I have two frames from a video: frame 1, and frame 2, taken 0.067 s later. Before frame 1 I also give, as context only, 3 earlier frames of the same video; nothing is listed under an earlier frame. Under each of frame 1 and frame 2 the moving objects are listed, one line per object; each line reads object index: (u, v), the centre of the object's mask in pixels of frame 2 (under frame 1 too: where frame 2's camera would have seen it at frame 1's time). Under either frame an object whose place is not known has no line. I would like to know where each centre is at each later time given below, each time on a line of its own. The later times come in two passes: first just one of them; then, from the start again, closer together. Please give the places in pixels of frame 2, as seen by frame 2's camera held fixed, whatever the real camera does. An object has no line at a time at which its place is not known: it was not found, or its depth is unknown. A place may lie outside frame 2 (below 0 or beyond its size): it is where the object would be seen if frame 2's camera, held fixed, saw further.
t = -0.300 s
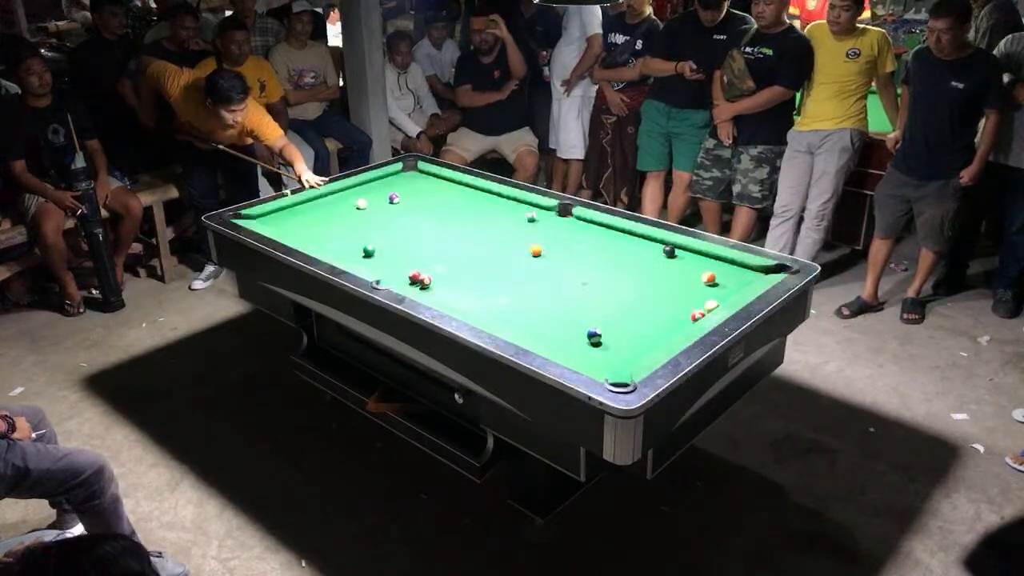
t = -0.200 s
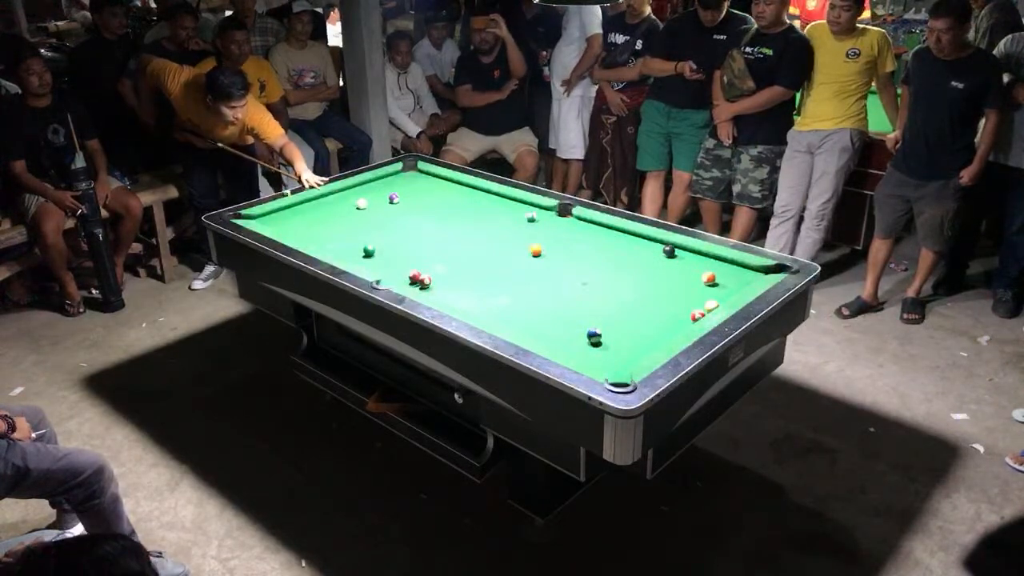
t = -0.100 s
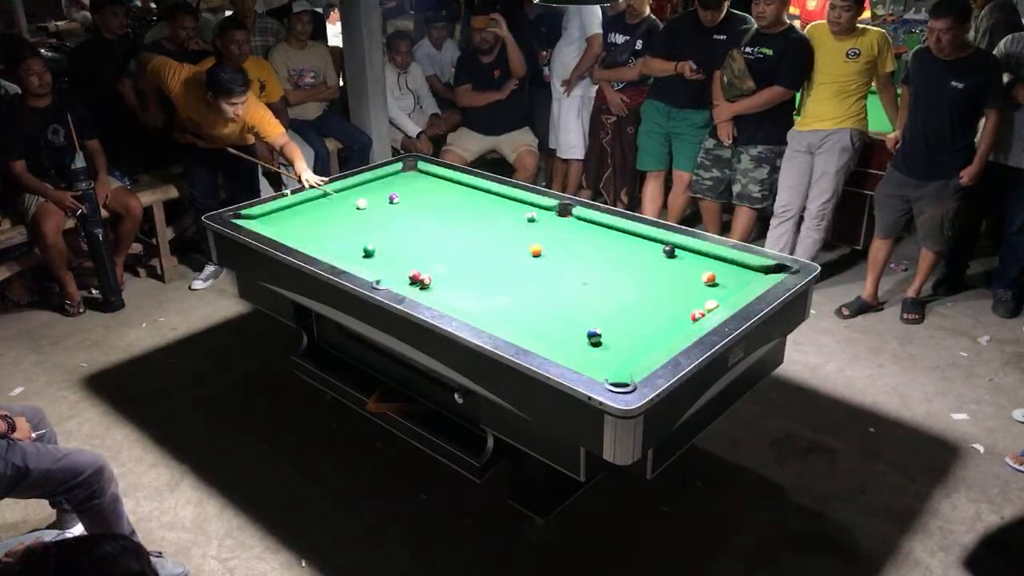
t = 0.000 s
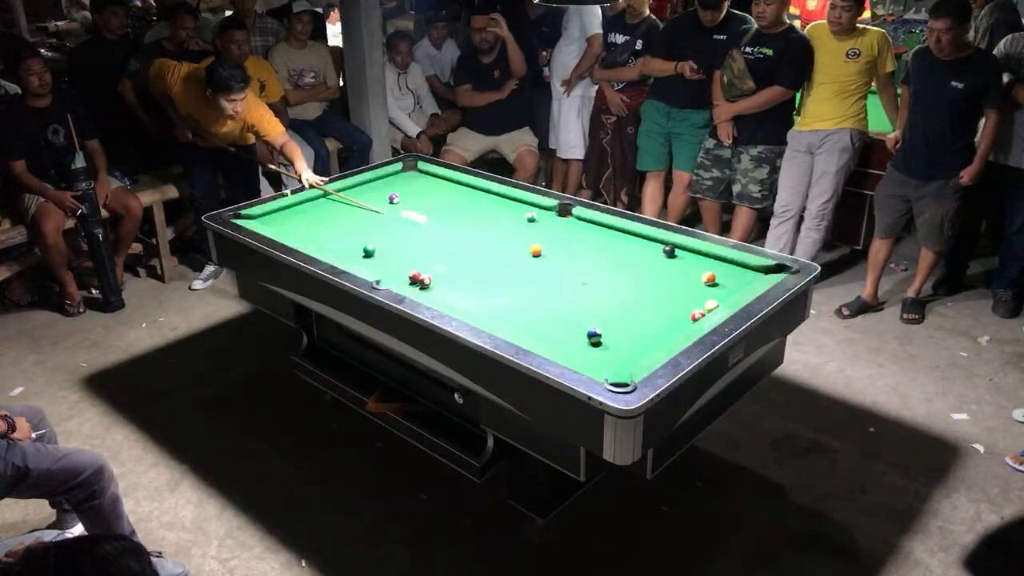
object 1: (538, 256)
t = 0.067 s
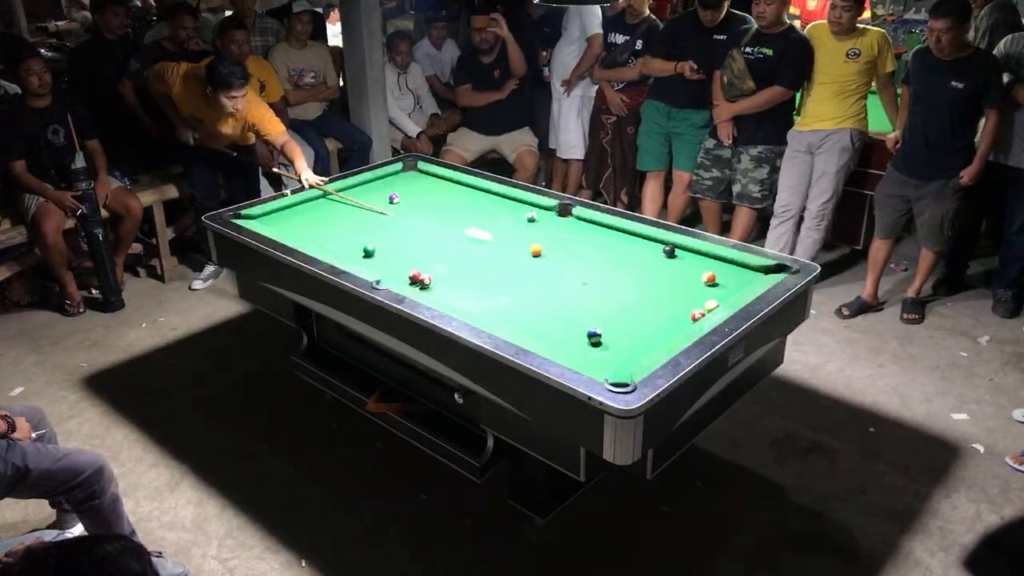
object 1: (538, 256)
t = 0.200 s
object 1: (628, 261)
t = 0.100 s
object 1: (538, 255)
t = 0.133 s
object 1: (560, 253)
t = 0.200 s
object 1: (628, 261)
